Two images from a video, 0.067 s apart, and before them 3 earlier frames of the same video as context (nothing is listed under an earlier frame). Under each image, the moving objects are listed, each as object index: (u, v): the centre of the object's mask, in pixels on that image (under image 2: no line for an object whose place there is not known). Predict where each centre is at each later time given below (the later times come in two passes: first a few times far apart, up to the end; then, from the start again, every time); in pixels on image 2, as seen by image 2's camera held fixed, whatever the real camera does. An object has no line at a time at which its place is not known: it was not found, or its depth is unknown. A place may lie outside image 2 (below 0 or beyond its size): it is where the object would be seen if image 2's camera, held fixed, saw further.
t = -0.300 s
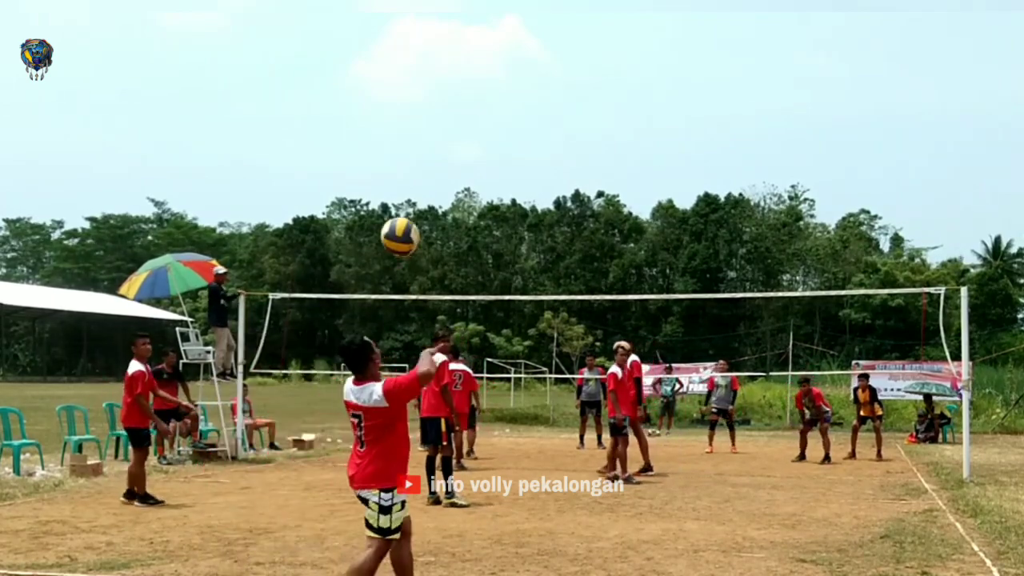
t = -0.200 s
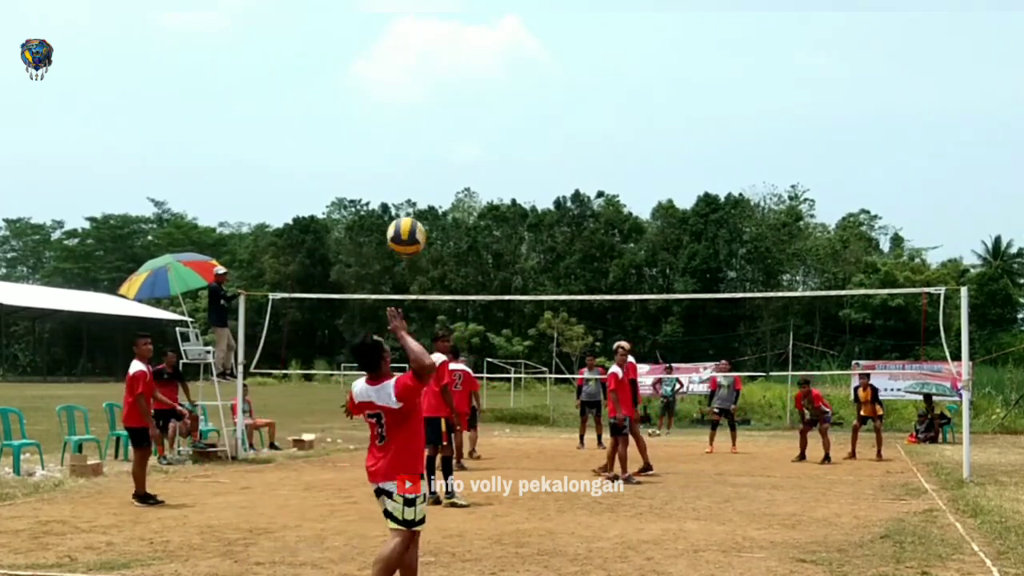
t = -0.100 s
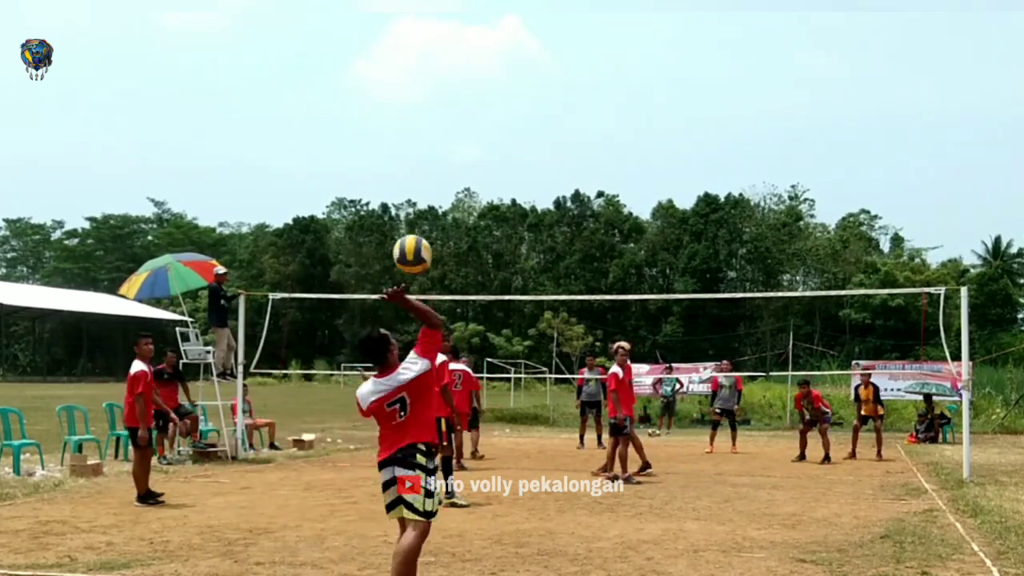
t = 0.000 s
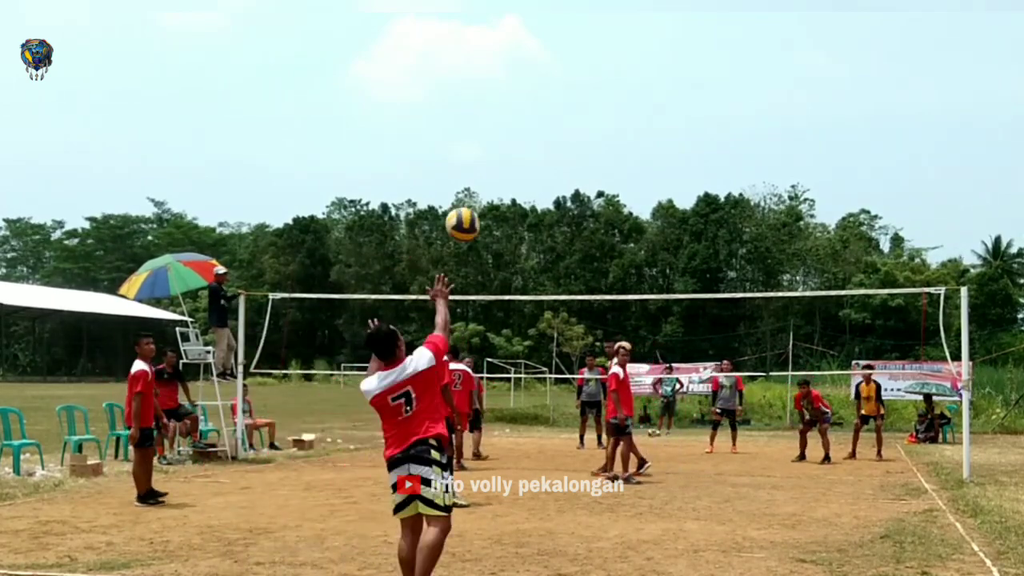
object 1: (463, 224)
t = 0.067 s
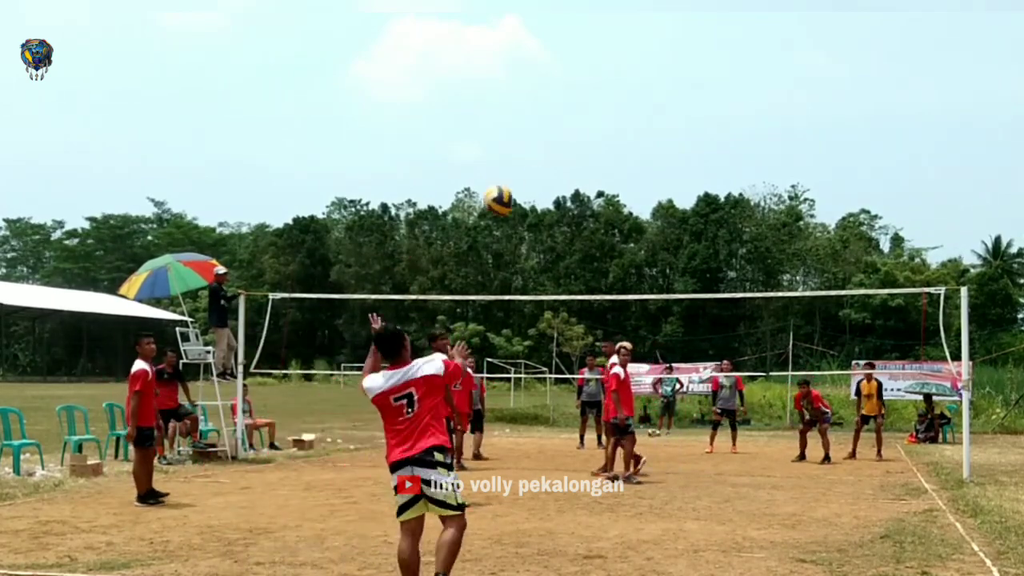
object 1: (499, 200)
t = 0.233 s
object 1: (559, 172)
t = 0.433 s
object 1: (599, 177)
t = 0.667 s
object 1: (622, 213)
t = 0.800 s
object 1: (631, 242)
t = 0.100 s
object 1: (513, 191)
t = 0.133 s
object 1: (526, 185)
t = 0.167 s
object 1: (538, 179)
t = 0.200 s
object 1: (549, 175)
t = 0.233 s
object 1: (559, 172)
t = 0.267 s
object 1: (567, 171)
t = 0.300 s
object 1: (575, 170)
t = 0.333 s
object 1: (582, 170)
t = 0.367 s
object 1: (588, 171)
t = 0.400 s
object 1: (594, 173)
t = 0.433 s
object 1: (599, 177)
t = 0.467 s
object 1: (603, 181)
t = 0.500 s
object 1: (608, 184)
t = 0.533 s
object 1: (612, 189)
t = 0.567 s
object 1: (615, 195)
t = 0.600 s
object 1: (619, 201)
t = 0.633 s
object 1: (621, 206)
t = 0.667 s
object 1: (622, 213)
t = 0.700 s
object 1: (625, 219)
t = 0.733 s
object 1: (627, 227)
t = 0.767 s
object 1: (629, 234)
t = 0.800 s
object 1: (631, 242)
